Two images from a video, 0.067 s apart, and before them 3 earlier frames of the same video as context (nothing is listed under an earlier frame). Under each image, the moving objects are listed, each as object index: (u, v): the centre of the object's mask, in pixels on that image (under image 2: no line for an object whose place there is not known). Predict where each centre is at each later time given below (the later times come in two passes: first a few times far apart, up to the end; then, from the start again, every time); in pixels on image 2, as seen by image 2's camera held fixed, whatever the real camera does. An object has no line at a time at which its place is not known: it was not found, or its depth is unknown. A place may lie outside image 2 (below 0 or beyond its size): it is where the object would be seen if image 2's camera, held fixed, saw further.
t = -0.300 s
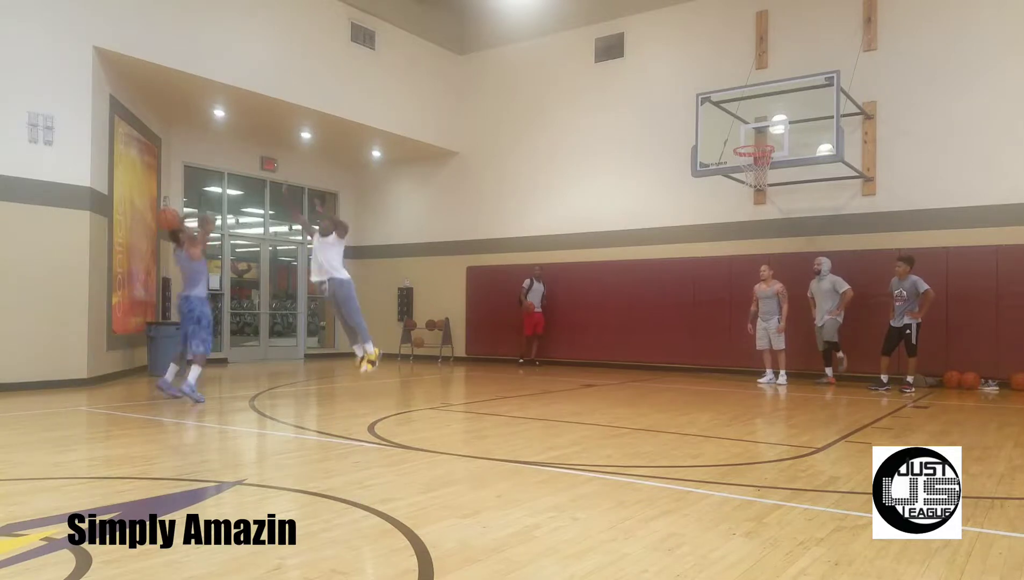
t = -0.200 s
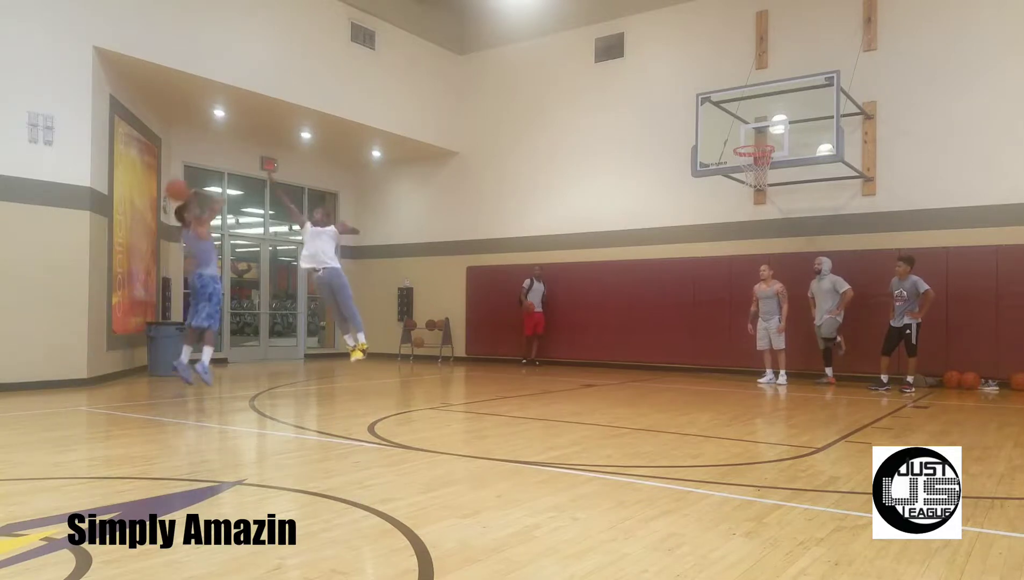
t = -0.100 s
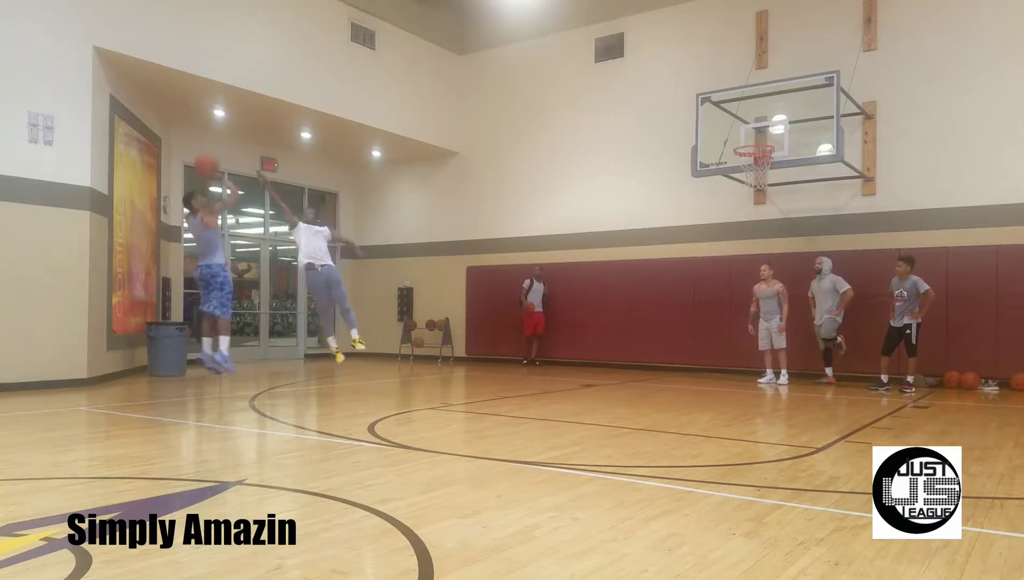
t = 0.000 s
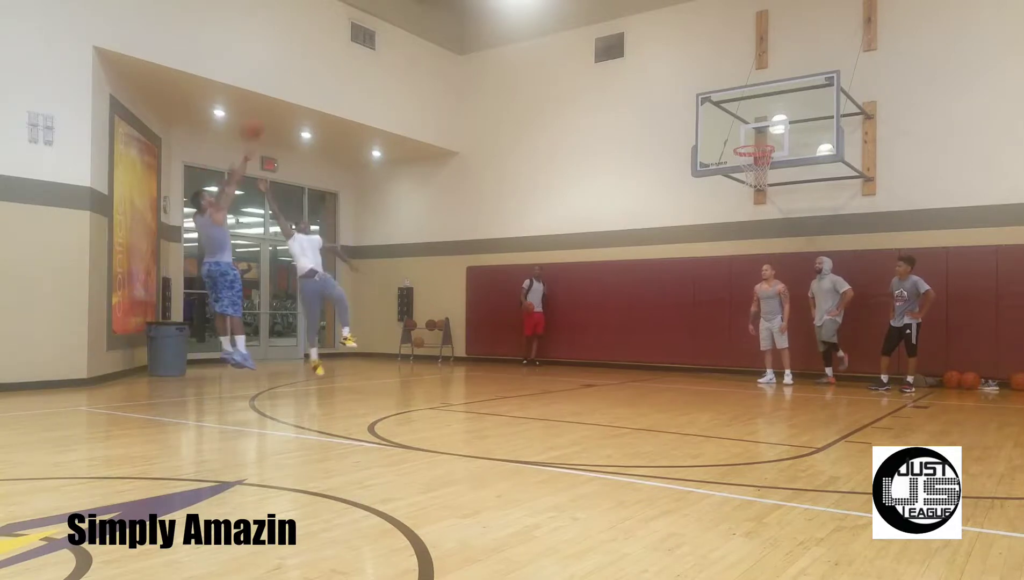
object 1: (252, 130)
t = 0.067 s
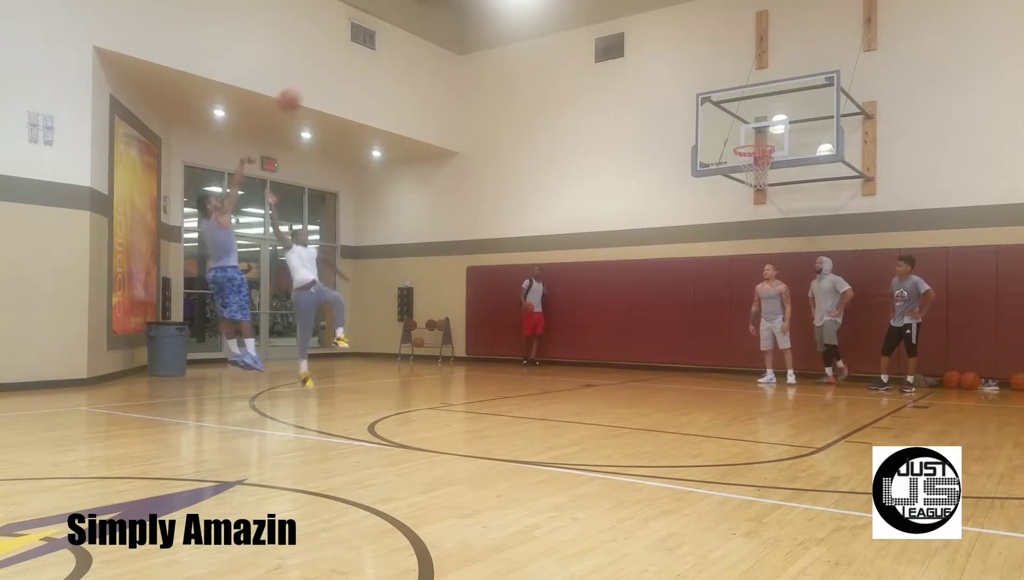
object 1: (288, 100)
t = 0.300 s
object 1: (412, 37)
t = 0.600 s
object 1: (558, 28)
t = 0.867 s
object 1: (673, 78)
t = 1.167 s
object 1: (763, 176)
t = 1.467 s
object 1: (763, 285)
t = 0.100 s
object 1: (307, 88)
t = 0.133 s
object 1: (325, 78)
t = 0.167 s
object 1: (343, 68)
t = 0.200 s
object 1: (361, 59)
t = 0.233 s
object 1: (378, 51)
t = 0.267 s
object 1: (396, 44)
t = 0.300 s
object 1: (412, 37)
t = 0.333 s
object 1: (429, 34)
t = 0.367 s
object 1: (446, 31)
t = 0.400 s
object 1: (460, 27)
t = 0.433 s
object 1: (479, 25)
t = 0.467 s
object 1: (494, 26)
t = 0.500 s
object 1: (510, 26)
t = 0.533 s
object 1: (526, 25)
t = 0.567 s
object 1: (542, 28)
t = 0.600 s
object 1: (558, 28)
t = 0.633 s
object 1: (572, 31)
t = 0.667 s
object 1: (587, 35)
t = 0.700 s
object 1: (601, 38)
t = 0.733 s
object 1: (616, 45)
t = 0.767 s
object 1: (631, 53)
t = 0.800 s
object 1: (645, 61)
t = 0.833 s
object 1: (659, 69)
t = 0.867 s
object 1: (673, 78)
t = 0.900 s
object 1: (687, 88)
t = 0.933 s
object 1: (701, 100)
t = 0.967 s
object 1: (715, 112)
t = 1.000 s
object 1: (728, 125)
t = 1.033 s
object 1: (742, 136)
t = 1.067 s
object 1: (753, 151)
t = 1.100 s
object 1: (755, 156)
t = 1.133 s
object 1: (762, 170)
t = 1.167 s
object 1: (763, 176)
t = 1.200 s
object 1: (763, 186)
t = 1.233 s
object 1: (762, 195)
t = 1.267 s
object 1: (762, 204)
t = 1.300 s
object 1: (762, 215)
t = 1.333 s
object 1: (762, 227)
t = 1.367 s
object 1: (763, 238)
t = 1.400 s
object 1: (763, 250)
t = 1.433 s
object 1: (762, 268)
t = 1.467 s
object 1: (763, 285)
